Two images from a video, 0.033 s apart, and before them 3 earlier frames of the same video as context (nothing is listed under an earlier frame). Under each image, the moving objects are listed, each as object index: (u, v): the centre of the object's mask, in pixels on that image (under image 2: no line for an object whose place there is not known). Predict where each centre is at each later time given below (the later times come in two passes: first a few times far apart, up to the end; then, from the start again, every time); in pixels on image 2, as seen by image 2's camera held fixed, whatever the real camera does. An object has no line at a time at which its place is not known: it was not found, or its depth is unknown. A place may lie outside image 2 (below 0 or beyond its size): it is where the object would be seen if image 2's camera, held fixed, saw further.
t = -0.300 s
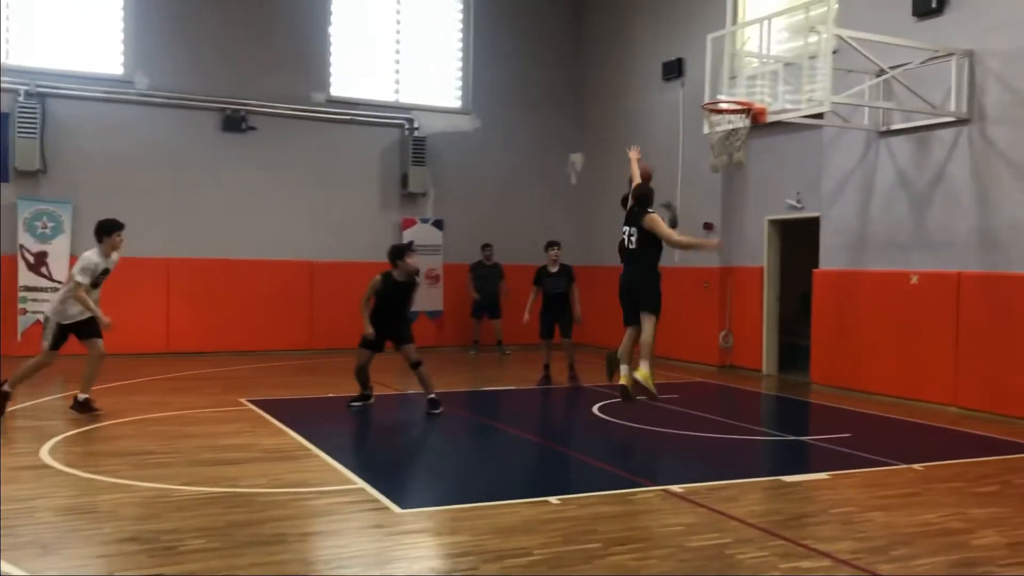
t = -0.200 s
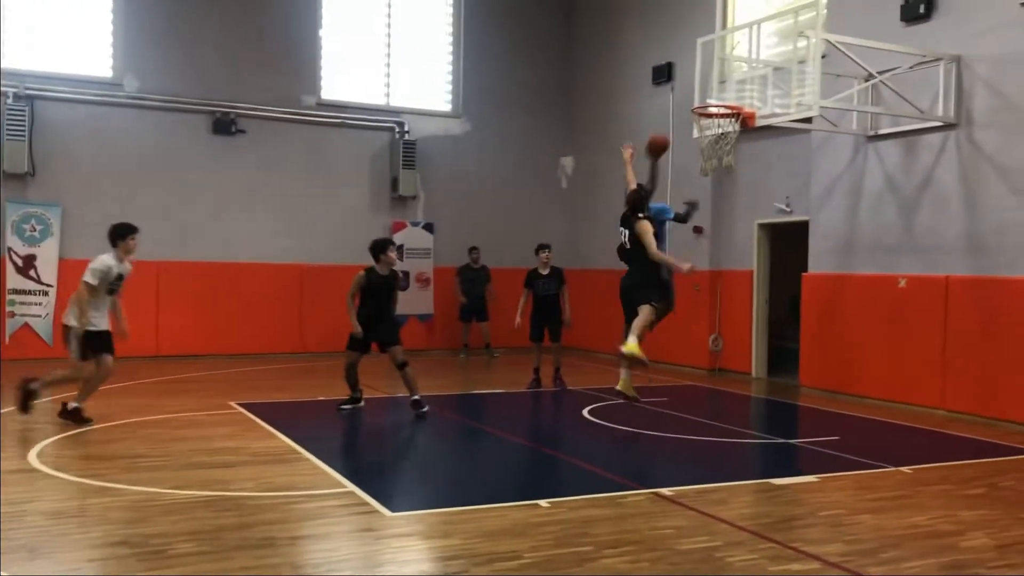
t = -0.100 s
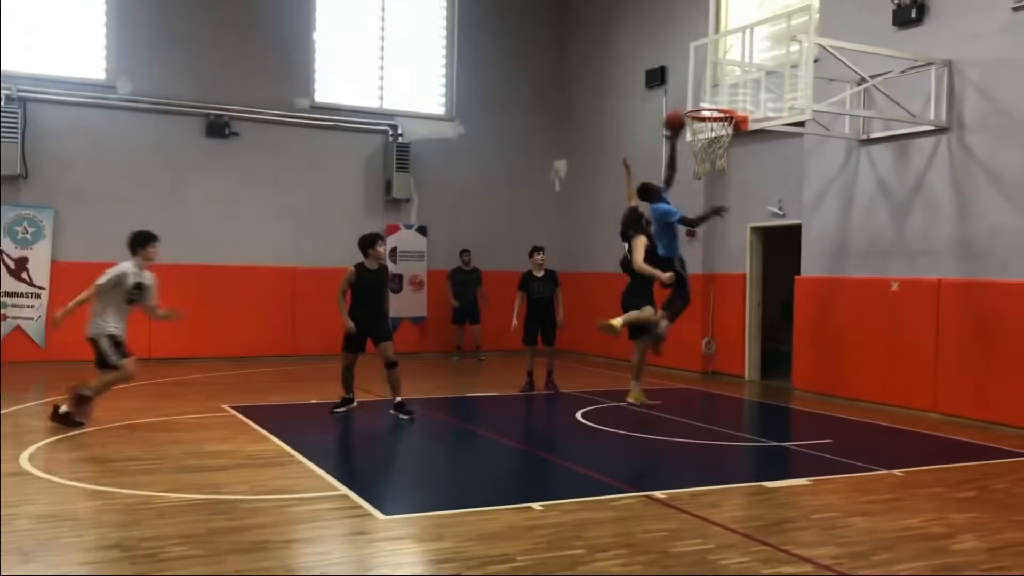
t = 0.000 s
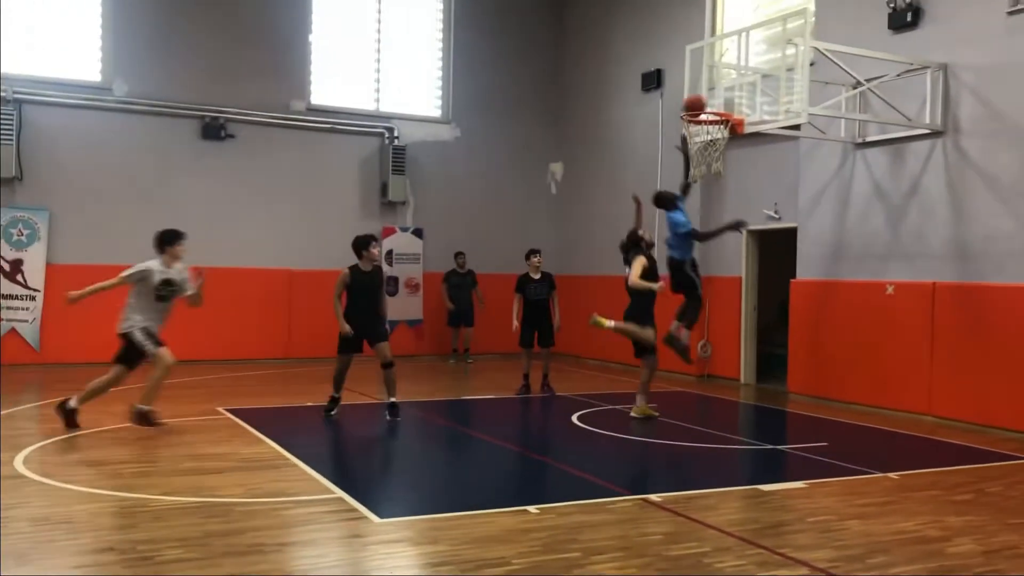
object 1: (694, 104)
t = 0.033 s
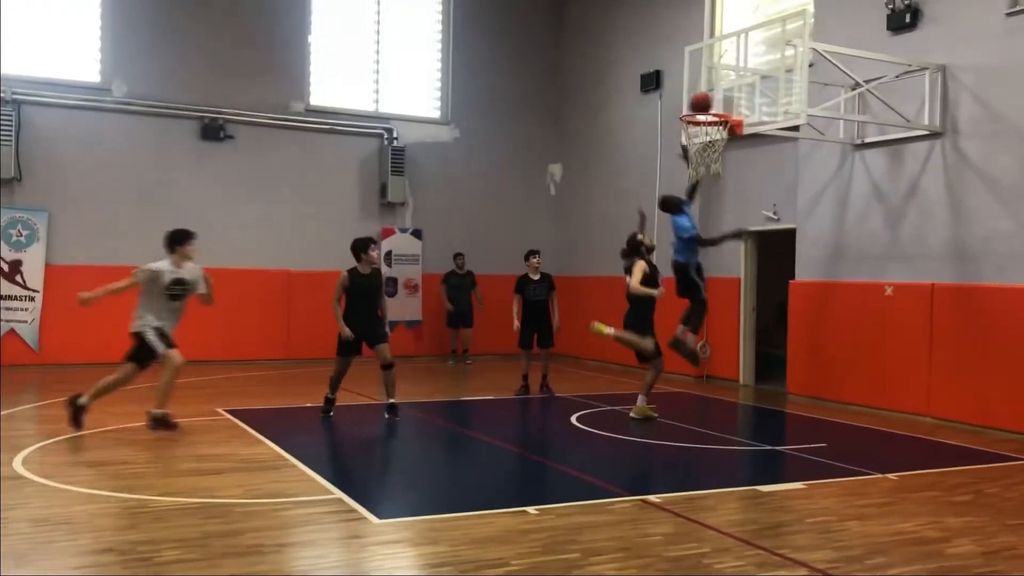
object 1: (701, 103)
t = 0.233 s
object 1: (706, 100)
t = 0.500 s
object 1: (696, 135)
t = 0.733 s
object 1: (693, 159)
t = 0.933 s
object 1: (690, 211)
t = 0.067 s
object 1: (709, 100)
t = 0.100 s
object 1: (709, 98)
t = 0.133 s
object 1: (708, 97)
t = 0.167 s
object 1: (707, 97)
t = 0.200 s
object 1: (707, 98)
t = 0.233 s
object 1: (706, 100)
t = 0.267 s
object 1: (705, 102)
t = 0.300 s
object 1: (703, 107)
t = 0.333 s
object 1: (702, 113)
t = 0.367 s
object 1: (701, 120)
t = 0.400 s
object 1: (699, 128)
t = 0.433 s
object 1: (697, 136)
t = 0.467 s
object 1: (698, 138)
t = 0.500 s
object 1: (696, 135)
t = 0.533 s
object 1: (697, 134)
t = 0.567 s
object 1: (696, 132)
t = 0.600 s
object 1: (696, 131)
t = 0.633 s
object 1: (696, 137)
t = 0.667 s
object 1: (696, 152)
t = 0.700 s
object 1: (693, 157)
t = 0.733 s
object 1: (693, 159)
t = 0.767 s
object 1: (693, 163)
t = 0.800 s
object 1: (692, 169)
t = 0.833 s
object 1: (692, 177)
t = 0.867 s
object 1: (691, 187)
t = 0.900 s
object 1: (691, 198)
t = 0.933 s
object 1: (690, 211)
